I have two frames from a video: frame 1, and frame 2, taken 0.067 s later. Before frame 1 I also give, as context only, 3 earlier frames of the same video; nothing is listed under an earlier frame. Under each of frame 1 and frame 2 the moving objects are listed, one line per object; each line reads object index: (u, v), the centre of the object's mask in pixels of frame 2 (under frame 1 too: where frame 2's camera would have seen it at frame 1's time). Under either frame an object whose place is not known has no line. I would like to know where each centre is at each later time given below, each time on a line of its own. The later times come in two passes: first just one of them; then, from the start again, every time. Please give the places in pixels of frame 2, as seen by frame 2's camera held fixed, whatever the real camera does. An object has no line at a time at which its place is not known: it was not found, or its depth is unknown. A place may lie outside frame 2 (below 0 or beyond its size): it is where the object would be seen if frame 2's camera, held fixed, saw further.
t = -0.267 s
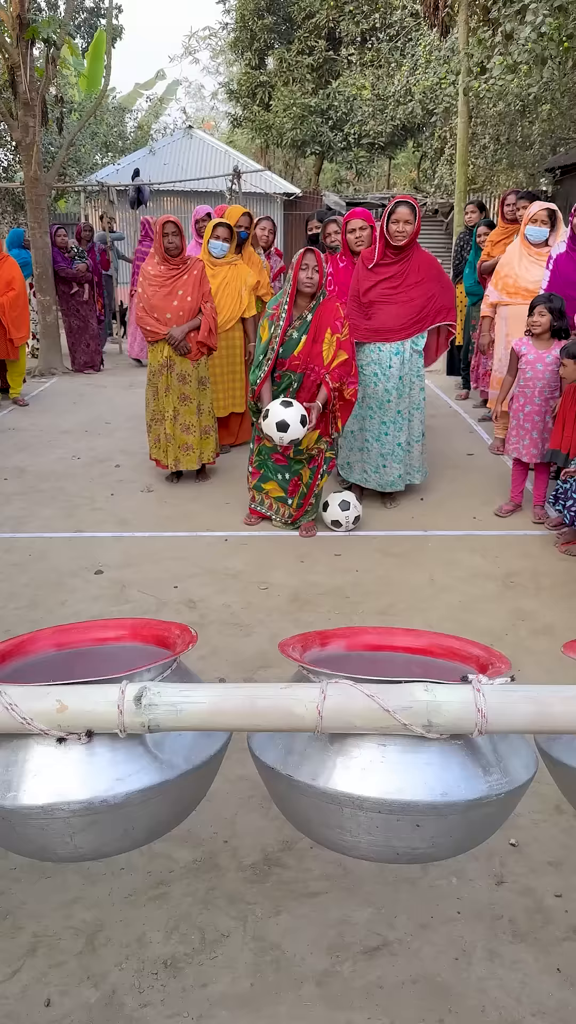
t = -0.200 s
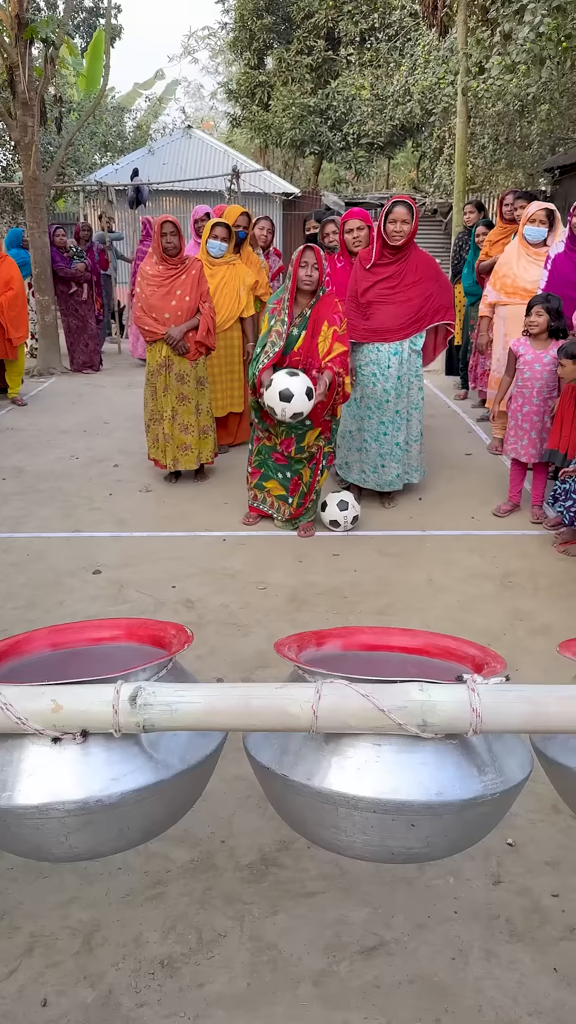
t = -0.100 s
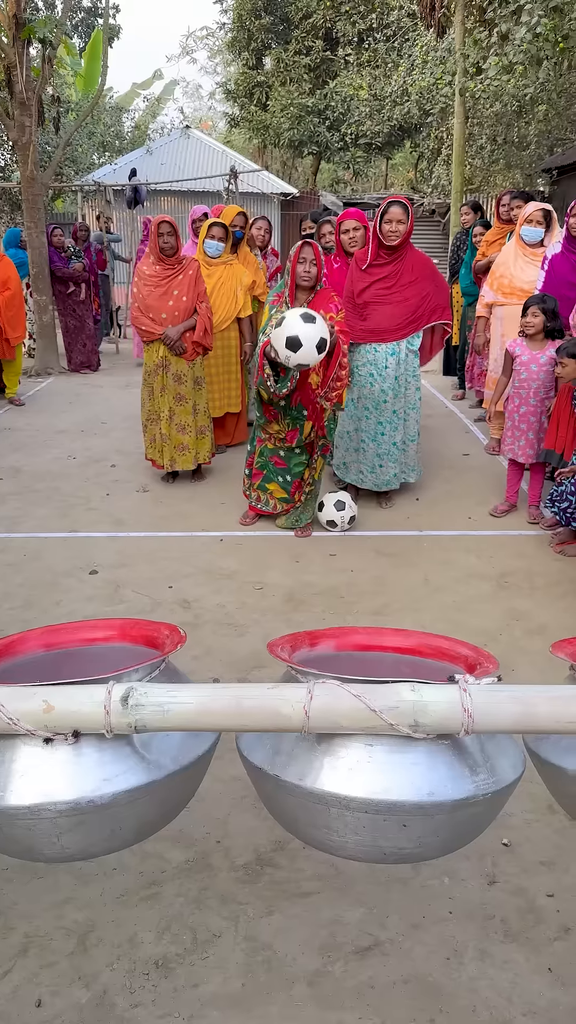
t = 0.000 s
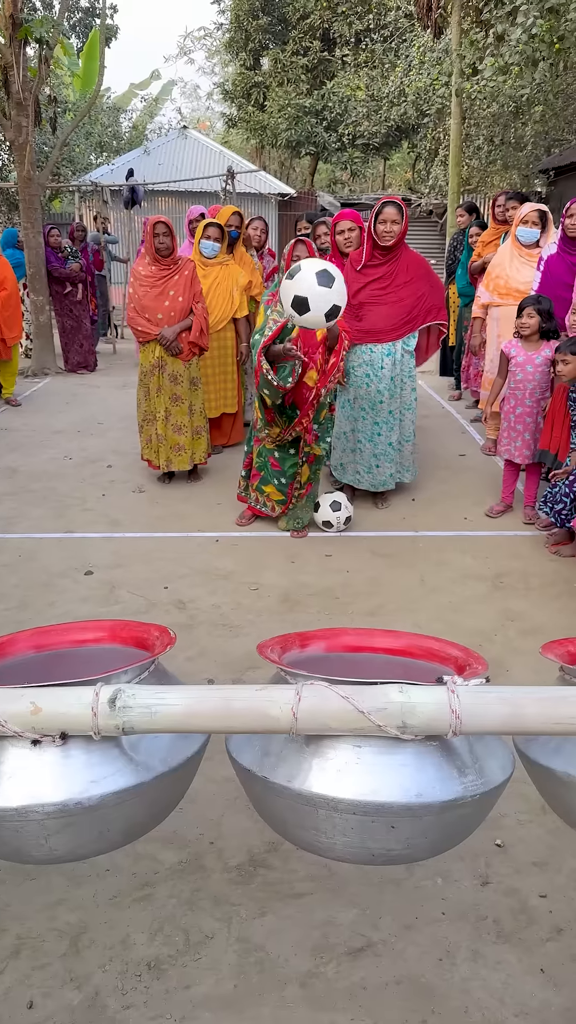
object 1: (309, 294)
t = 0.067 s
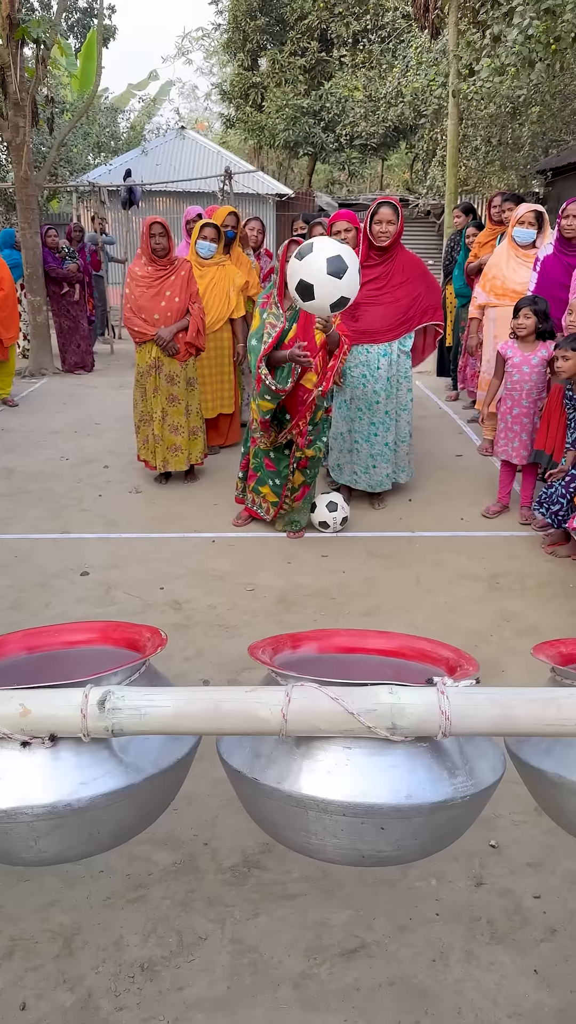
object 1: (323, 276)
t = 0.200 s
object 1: (360, 285)
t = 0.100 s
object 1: (332, 272)
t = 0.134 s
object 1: (341, 271)
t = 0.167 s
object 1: (350, 276)
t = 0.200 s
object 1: (360, 285)
